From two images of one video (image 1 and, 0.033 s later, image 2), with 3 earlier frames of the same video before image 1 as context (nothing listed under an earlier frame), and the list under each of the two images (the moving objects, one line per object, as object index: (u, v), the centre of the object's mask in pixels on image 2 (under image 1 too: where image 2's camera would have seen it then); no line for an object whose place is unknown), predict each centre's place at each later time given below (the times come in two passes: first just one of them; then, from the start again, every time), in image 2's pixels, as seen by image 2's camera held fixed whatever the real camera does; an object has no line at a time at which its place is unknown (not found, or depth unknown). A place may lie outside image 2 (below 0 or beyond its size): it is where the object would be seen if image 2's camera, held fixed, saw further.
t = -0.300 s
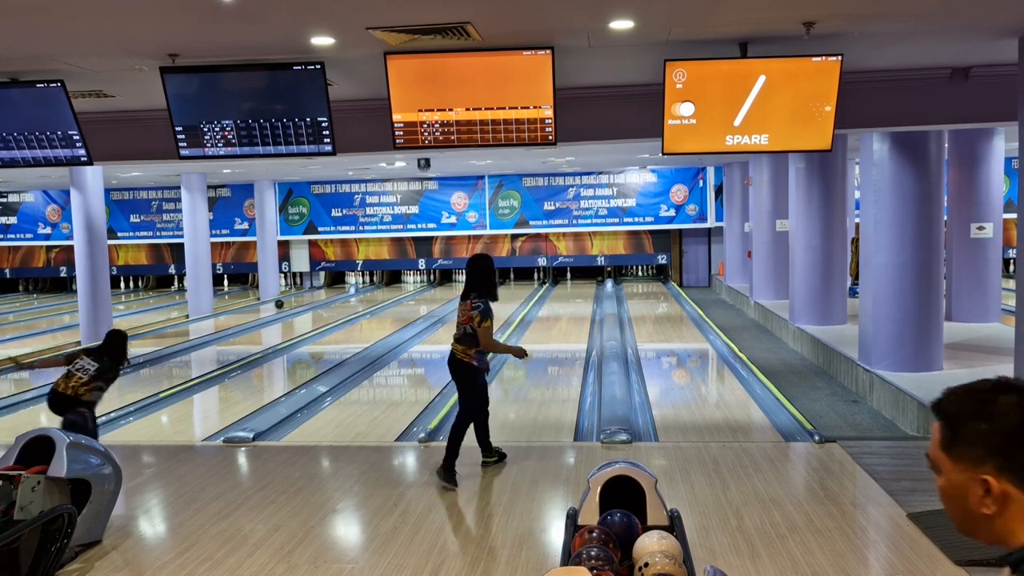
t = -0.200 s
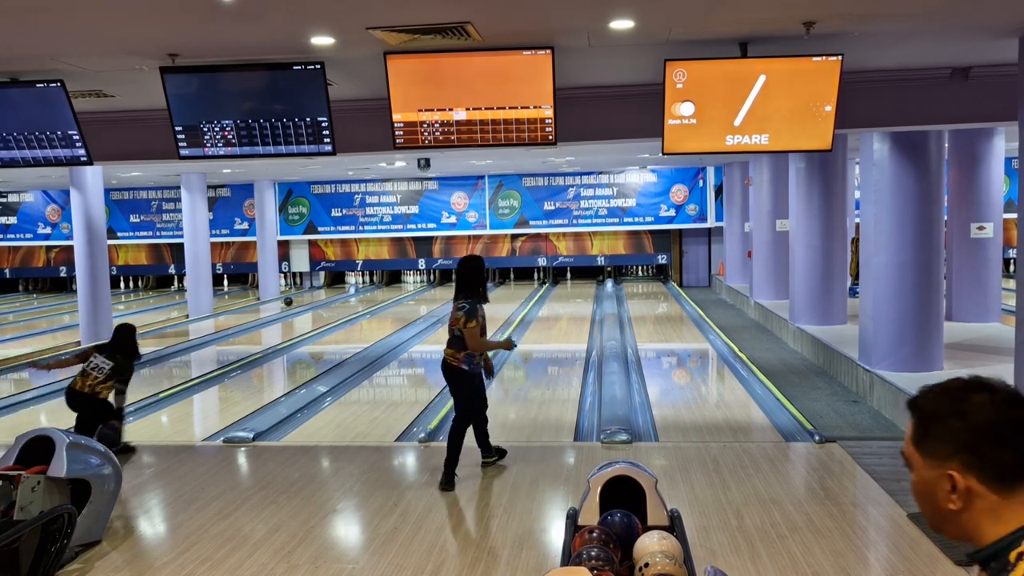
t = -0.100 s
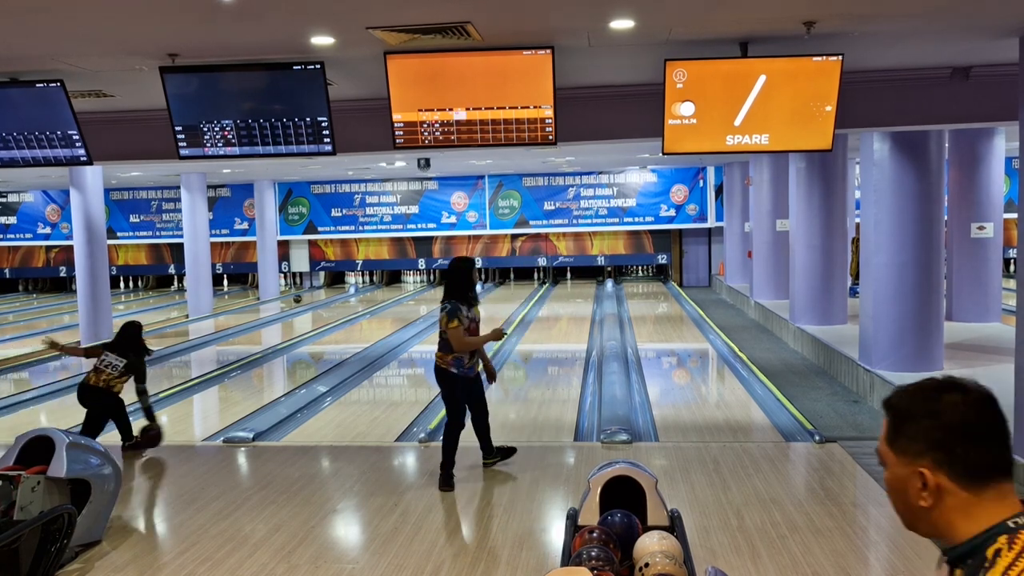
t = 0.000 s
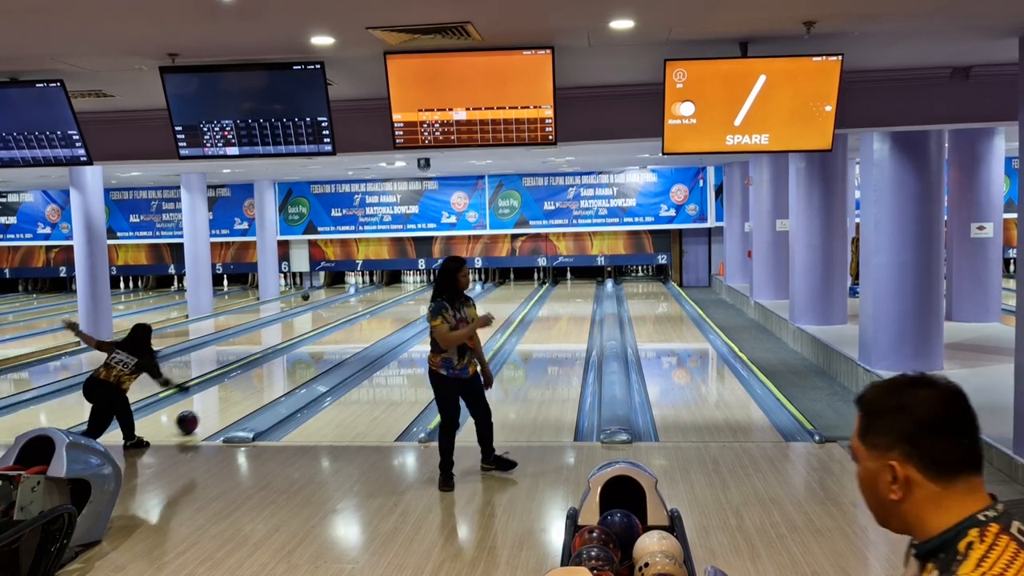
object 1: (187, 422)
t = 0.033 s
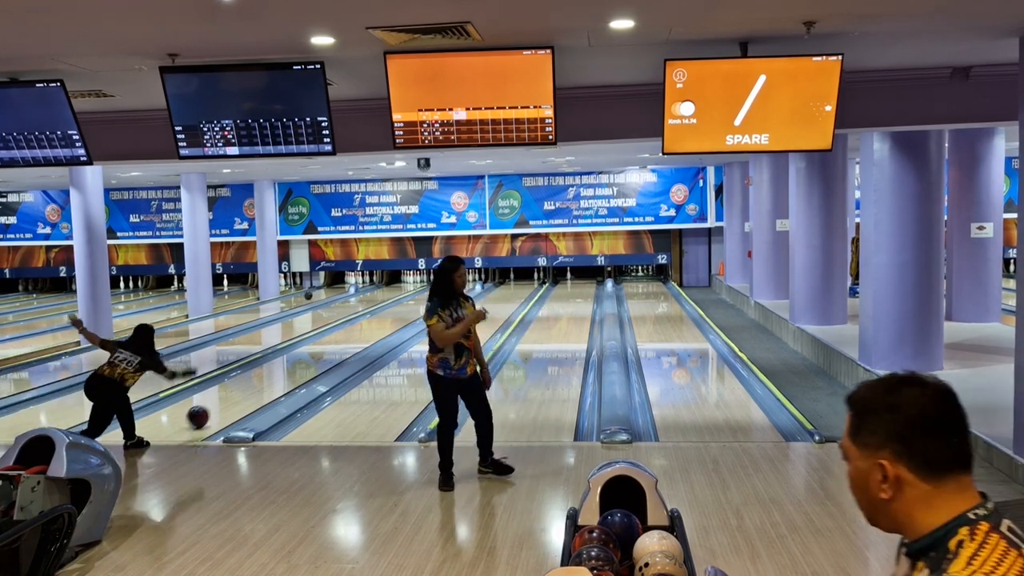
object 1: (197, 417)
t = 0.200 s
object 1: (244, 393)
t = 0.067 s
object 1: (208, 411)
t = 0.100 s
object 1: (218, 407)
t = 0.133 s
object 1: (227, 402)
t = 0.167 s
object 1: (236, 398)
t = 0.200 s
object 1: (244, 393)
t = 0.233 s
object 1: (252, 389)
